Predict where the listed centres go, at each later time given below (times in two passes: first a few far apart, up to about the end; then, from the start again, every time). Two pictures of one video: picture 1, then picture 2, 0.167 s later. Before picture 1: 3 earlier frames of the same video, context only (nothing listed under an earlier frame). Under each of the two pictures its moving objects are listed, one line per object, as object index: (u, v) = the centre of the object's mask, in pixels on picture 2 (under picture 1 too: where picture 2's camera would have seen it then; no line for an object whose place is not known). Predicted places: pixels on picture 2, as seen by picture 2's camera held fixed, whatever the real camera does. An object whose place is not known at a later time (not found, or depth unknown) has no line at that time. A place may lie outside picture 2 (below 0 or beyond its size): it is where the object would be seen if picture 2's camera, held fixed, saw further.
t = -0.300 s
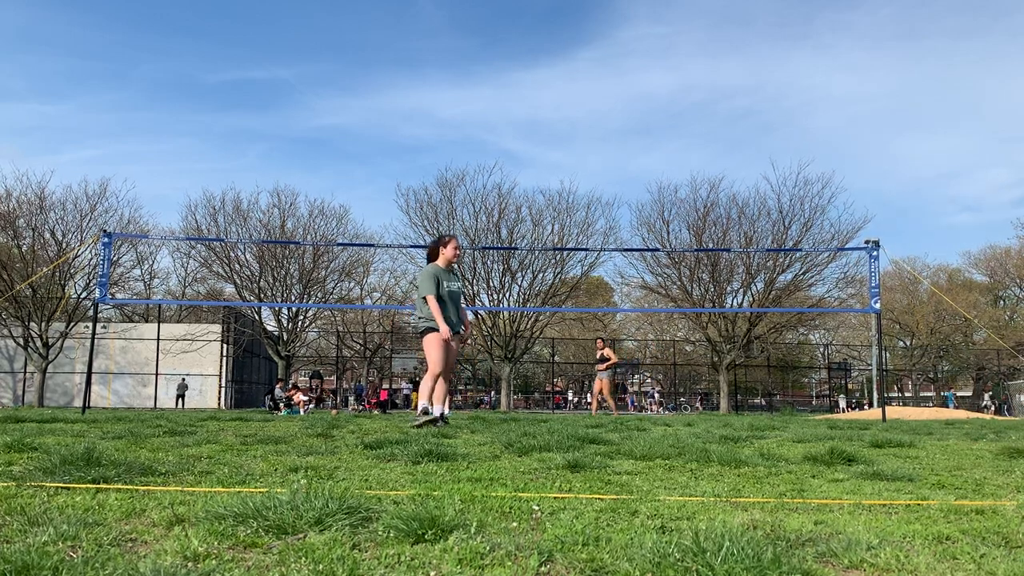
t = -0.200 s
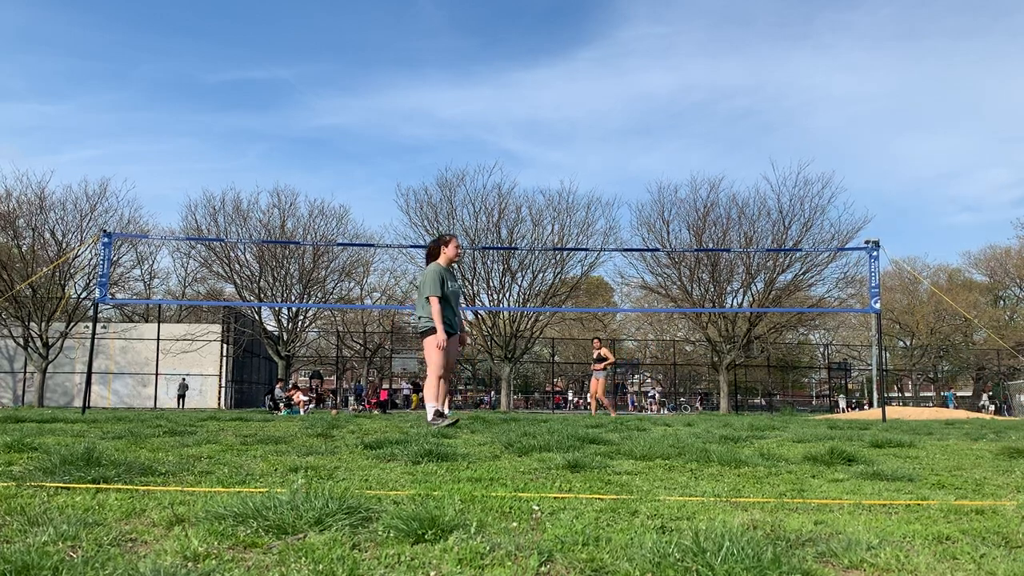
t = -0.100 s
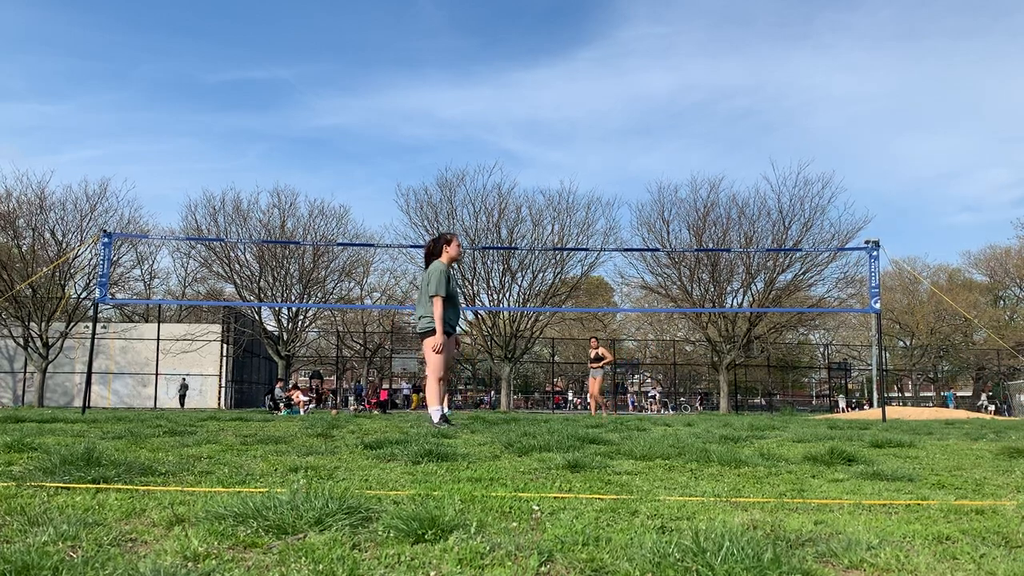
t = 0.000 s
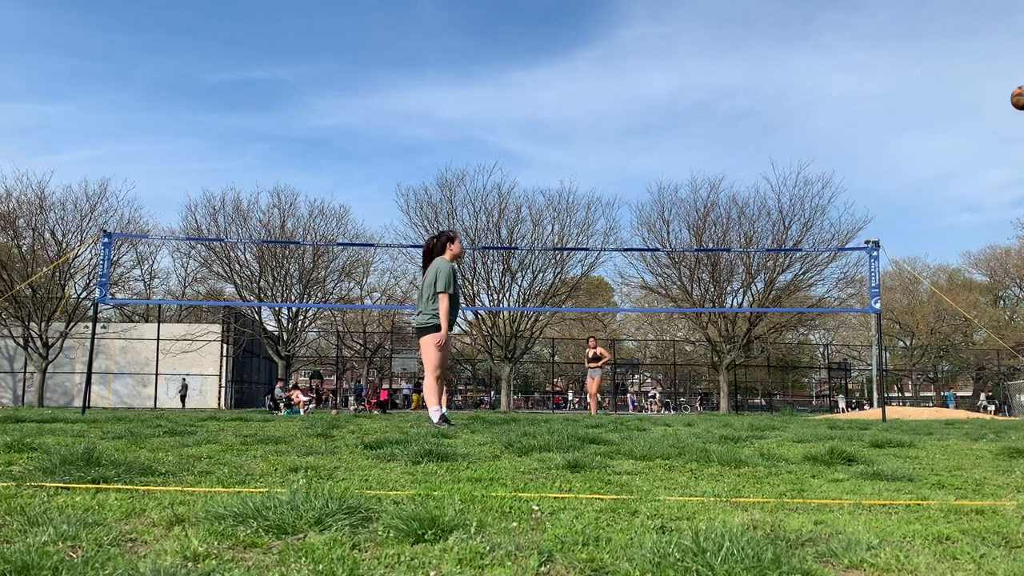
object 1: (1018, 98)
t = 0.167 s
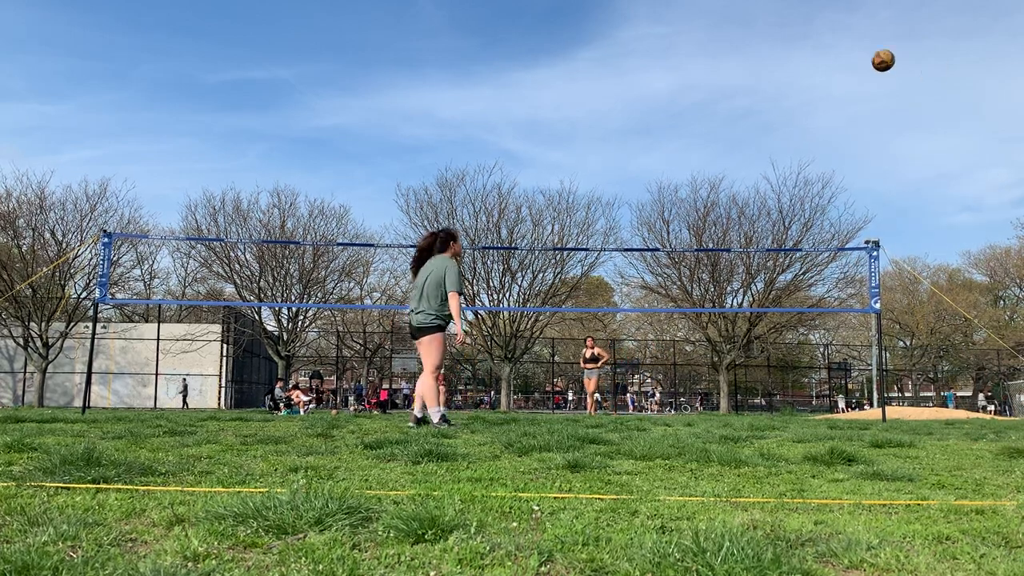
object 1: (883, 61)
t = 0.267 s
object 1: (819, 55)
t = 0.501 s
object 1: (704, 76)
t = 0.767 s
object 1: (613, 136)
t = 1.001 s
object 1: (553, 207)
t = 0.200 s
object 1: (860, 57)
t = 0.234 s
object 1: (839, 56)
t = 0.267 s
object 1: (819, 55)
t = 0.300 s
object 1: (800, 56)
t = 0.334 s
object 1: (782, 57)
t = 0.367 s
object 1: (764, 59)
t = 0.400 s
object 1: (748, 62)
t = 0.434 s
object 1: (733, 66)
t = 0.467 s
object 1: (718, 71)
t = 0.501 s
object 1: (704, 76)
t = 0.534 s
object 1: (690, 81)
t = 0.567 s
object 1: (678, 88)
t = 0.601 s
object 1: (666, 95)
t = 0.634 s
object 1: (654, 102)
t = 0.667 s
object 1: (643, 110)
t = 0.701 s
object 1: (632, 118)
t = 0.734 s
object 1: (622, 127)
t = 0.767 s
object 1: (613, 136)
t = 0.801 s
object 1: (603, 145)
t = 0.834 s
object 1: (594, 155)
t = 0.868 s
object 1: (585, 165)
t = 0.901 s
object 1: (577, 175)
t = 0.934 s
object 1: (569, 185)
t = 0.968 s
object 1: (561, 196)
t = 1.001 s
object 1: (553, 207)
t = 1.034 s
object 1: (546, 218)
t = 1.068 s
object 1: (539, 230)
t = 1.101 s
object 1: (532, 242)
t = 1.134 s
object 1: (526, 254)
